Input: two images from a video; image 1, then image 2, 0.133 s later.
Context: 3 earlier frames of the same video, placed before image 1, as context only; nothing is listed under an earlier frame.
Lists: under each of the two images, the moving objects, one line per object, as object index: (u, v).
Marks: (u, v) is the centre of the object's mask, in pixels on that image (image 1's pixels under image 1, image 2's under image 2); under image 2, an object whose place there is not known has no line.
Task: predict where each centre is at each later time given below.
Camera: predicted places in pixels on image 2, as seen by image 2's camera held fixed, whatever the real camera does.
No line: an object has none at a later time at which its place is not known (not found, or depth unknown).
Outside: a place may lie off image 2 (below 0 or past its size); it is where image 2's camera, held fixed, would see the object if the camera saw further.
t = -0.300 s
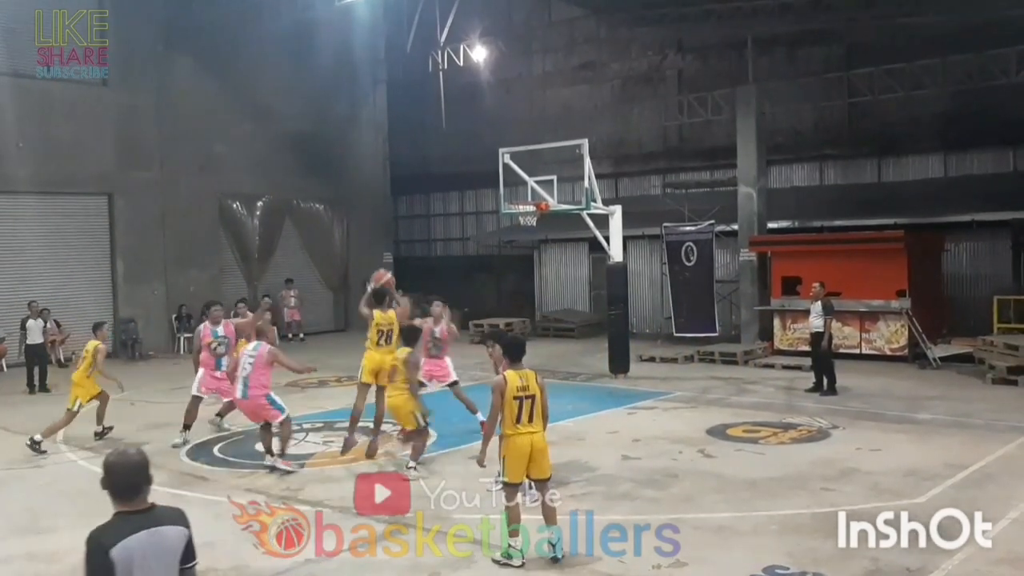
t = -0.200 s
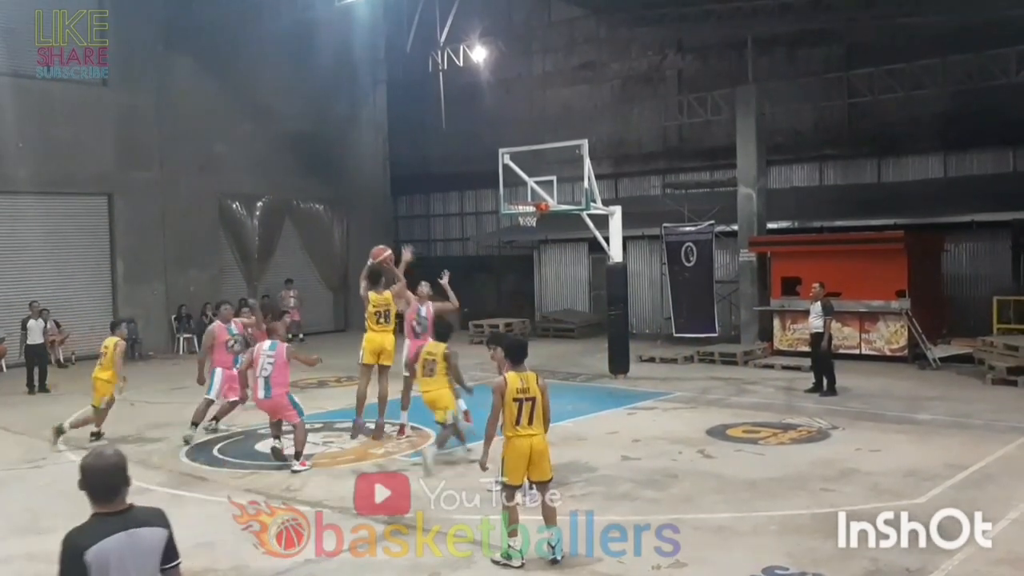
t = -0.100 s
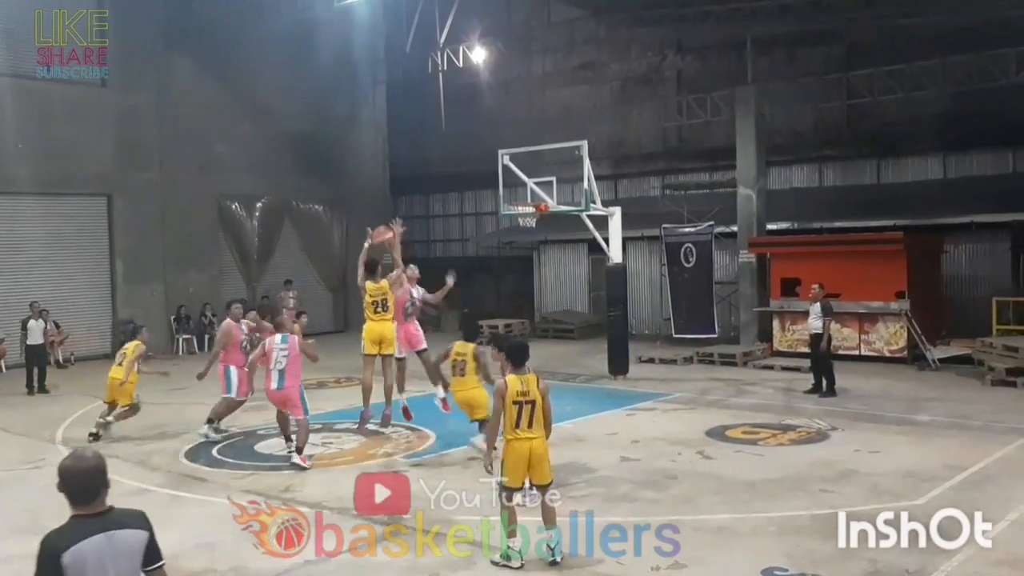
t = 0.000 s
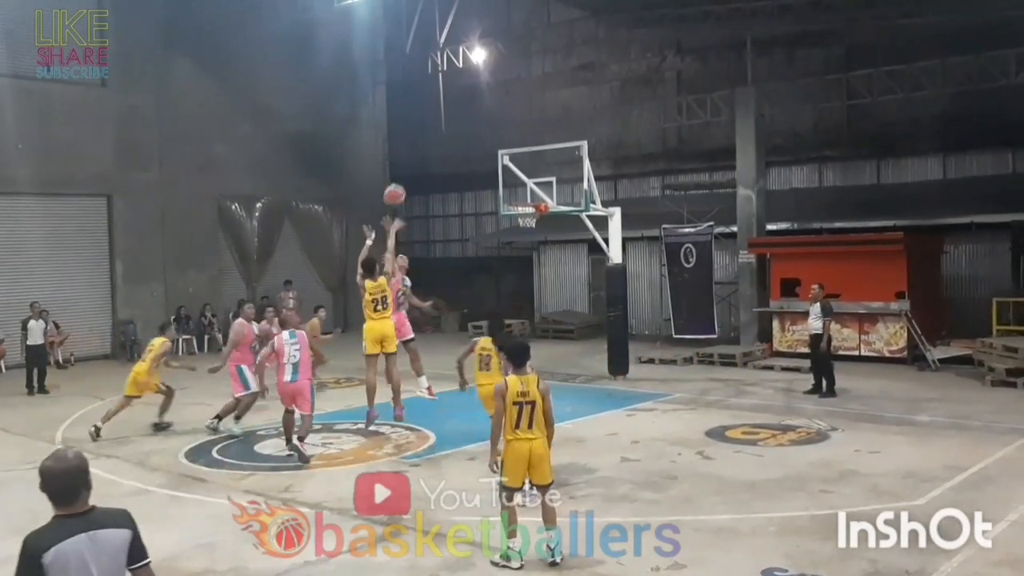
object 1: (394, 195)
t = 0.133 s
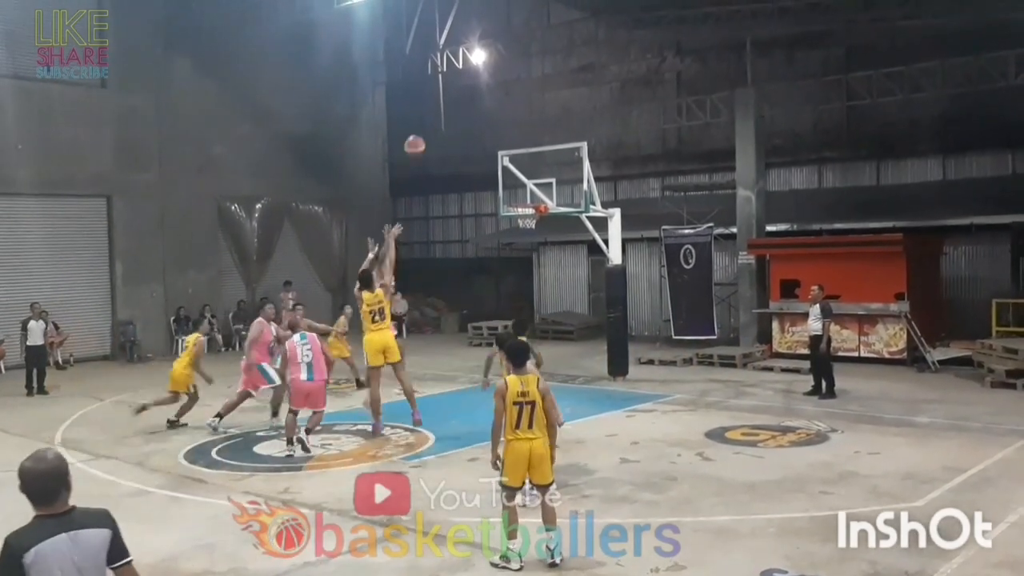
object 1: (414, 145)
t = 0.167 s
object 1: (419, 136)
